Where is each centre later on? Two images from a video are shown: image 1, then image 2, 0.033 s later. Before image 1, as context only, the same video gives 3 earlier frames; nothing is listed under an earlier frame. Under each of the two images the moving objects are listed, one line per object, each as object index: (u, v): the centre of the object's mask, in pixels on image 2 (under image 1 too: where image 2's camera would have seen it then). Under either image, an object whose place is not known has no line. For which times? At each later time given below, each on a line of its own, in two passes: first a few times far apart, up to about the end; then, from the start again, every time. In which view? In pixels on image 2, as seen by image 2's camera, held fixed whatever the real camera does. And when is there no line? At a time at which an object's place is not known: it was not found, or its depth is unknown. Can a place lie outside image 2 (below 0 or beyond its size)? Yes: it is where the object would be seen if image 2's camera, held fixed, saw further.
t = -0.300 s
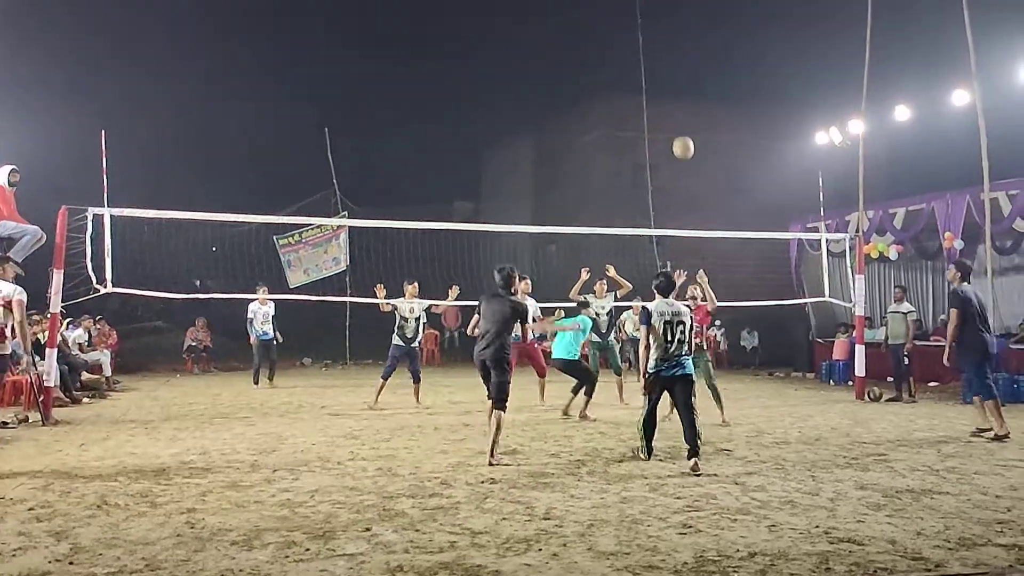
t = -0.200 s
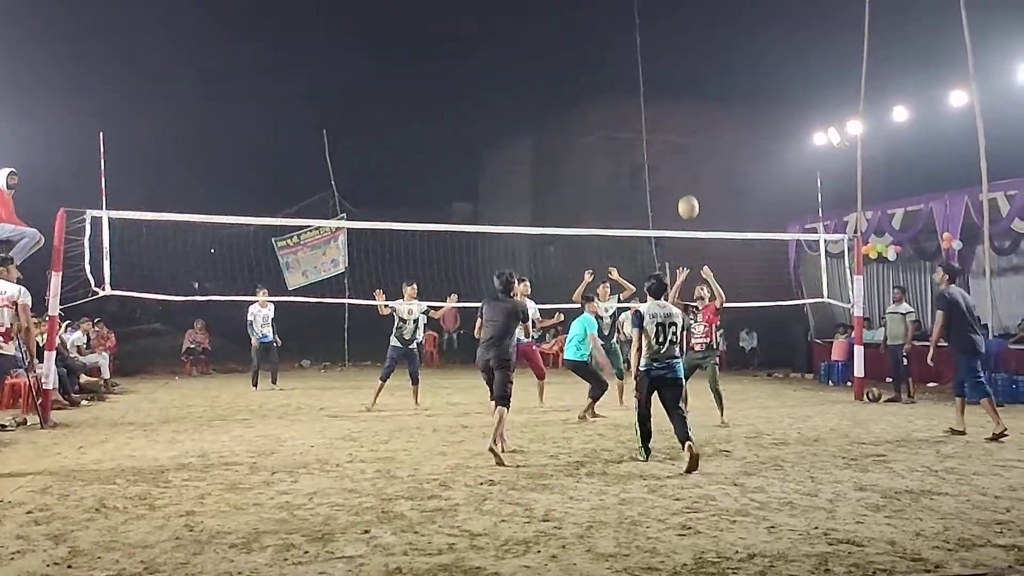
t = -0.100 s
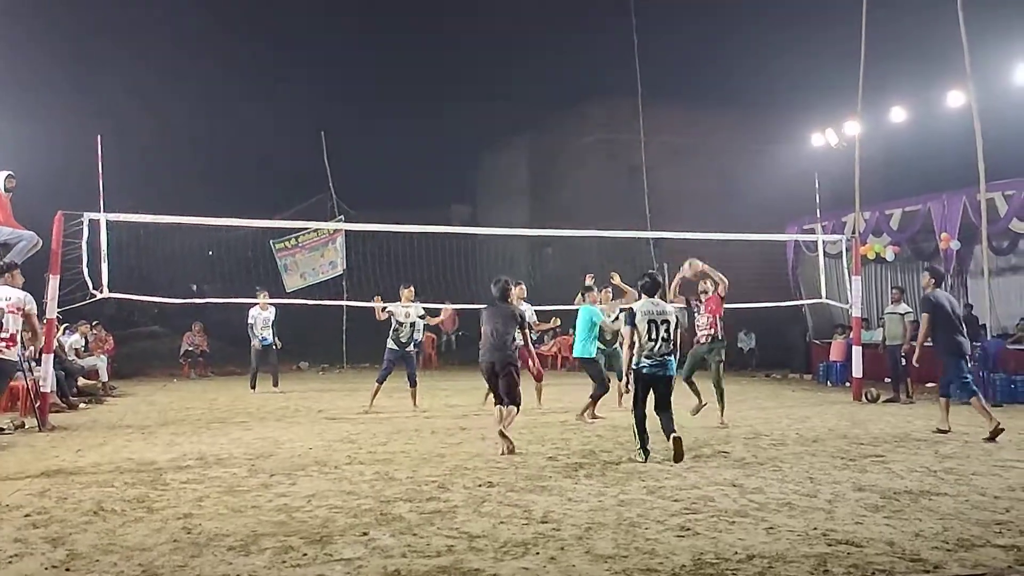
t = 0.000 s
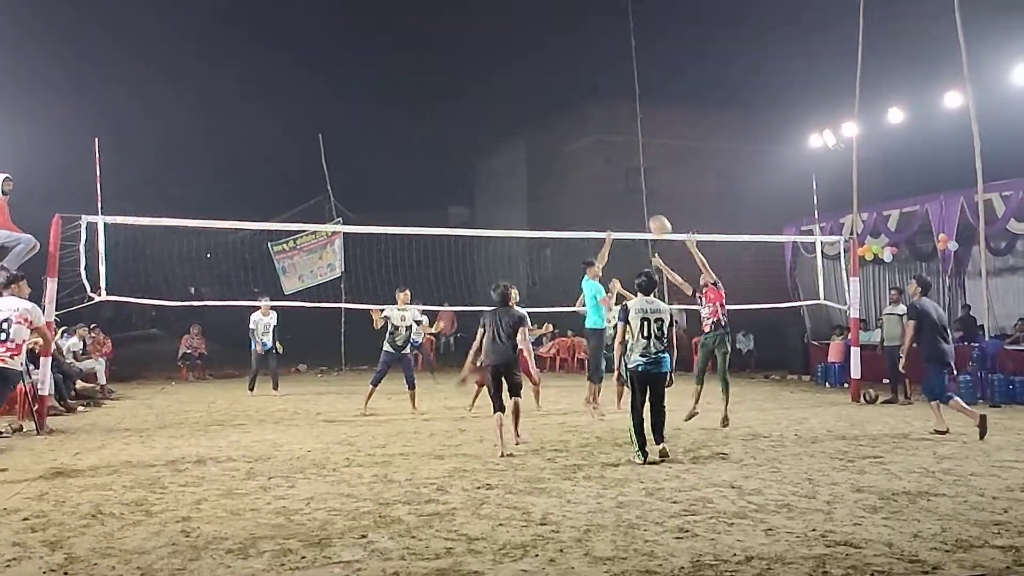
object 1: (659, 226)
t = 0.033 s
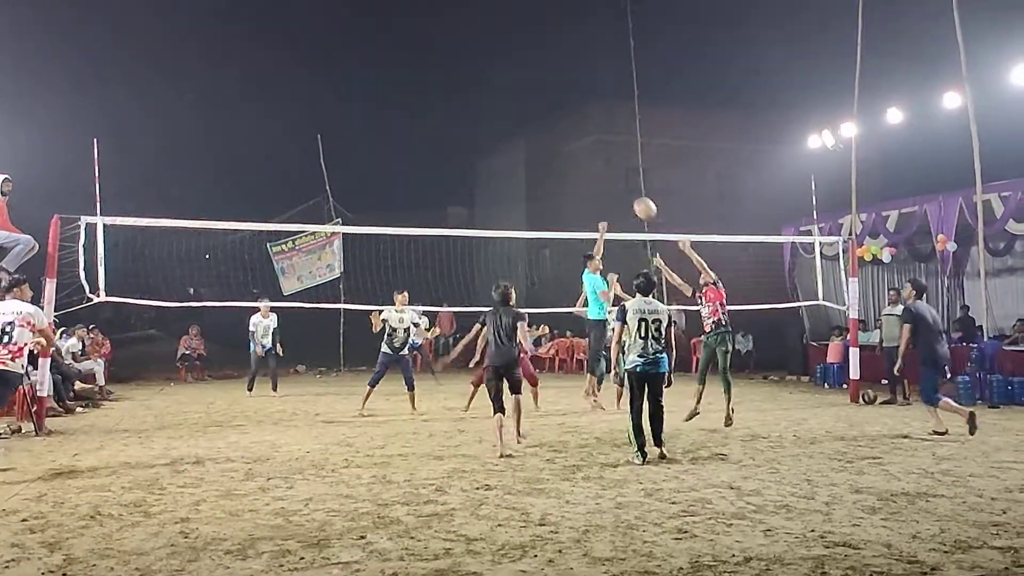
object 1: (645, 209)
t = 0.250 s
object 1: (555, 110)
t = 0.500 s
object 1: (454, 46)
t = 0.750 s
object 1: (356, 37)
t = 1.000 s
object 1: (258, 84)
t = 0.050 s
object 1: (638, 199)
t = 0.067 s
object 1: (631, 191)
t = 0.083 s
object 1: (624, 182)
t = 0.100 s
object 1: (617, 174)
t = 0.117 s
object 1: (610, 166)
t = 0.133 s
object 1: (603, 158)
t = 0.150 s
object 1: (596, 150)
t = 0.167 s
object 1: (589, 143)
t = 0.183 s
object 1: (582, 136)
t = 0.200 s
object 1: (575, 129)
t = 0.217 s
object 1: (569, 123)
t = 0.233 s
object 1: (562, 116)
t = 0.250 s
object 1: (555, 110)
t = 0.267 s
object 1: (548, 104)
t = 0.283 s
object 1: (541, 98)
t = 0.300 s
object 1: (534, 93)
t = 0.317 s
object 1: (528, 88)
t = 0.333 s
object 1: (521, 83)
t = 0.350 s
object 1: (514, 78)
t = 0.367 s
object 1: (508, 74)
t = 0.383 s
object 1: (501, 69)
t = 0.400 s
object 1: (494, 65)
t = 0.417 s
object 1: (488, 61)
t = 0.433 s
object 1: (481, 58)
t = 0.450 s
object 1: (474, 54)
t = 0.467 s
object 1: (468, 51)
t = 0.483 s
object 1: (461, 49)
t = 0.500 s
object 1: (454, 46)
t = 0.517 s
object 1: (448, 44)
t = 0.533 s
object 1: (441, 41)
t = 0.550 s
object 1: (434, 40)
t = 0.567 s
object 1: (428, 38)
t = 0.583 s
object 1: (421, 36)
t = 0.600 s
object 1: (414, 35)
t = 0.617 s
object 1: (407, 34)
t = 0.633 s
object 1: (401, 34)
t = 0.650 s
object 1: (394, 33)
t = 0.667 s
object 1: (388, 33)
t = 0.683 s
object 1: (381, 34)
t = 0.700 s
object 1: (375, 34)
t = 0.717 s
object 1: (369, 35)
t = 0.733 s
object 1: (362, 36)
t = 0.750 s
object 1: (356, 37)
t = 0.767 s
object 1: (349, 38)
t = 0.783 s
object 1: (343, 40)
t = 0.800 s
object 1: (336, 42)
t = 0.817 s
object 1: (329, 44)
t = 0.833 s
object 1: (323, 46)
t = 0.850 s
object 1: (316, 49)
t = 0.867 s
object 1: (310, 51)
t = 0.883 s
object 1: (303, 55)
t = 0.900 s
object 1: (296, 58)
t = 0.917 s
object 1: (290, 62)
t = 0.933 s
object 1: (283, 66)
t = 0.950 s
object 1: (277, 70)
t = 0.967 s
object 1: (270, 75)
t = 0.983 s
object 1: (264, 79)
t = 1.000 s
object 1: (258, 84)
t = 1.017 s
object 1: (251, 89)
